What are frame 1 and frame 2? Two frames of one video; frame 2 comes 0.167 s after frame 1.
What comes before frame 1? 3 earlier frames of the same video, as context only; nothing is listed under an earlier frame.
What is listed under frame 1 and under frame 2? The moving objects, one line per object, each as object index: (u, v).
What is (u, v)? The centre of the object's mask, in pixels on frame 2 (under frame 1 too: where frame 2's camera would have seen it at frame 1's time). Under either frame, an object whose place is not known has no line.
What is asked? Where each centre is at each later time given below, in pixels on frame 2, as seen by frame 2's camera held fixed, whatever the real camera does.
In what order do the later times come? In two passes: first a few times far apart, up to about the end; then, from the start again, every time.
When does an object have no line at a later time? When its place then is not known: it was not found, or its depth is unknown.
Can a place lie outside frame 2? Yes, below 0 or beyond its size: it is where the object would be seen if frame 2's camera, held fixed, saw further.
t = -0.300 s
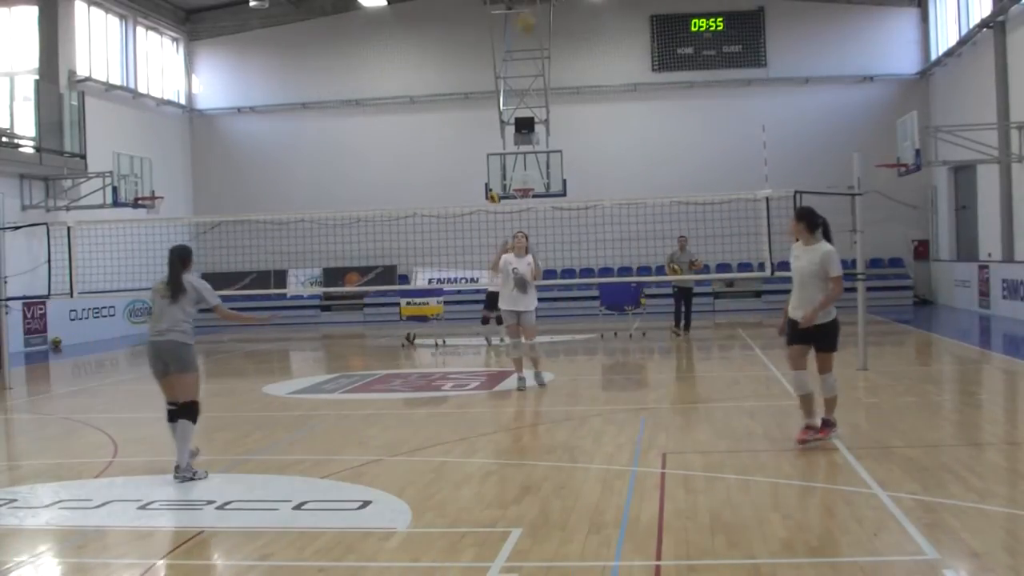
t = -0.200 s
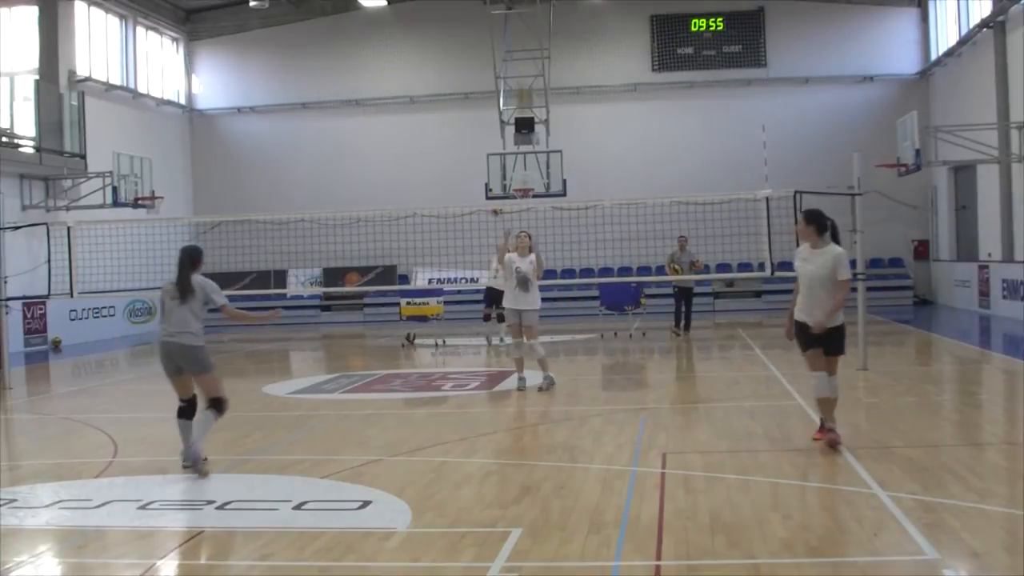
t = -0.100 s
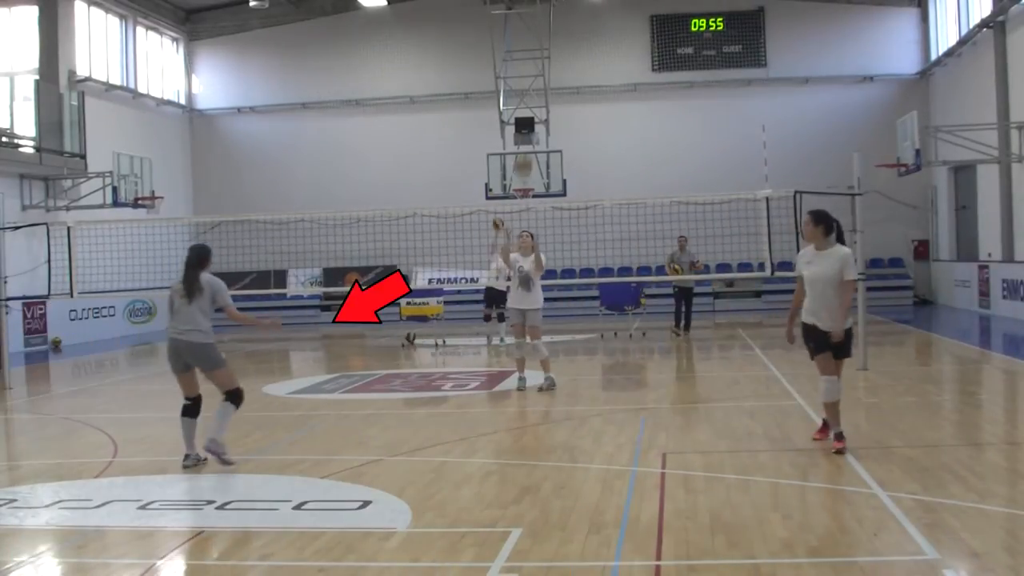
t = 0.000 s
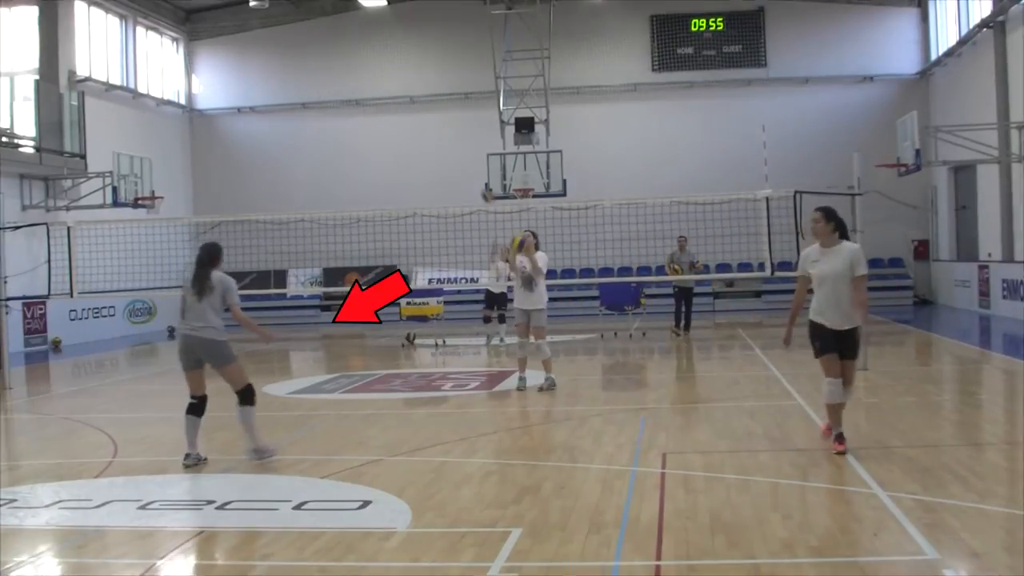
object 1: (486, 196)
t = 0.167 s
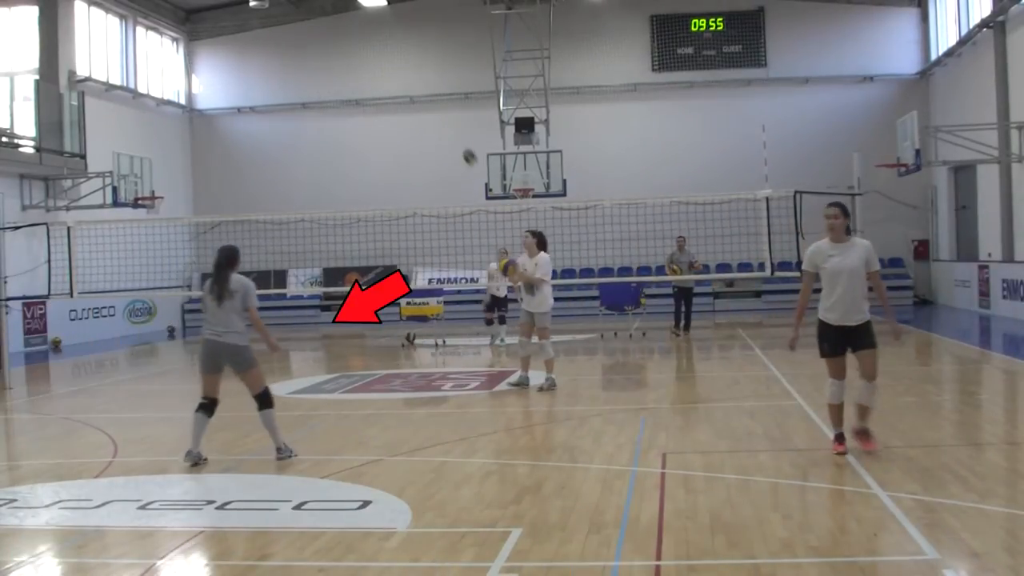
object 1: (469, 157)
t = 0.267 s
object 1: (457, 136)
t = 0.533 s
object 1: (417, 112)
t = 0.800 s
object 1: (370, 144)
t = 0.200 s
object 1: (464, 147)
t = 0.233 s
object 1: (461, 142)
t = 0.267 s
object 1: (457, 136)
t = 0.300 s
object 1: (453, 130)
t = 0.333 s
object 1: (449, 125)
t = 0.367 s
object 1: (444, 121)
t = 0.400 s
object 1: (438, 117)
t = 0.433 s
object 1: (434, 115)
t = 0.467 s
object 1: (429, 113)
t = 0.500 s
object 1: (423, 112)
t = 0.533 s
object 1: (417, 112)
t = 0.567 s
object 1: (412, 112)
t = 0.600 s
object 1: (405, 113)
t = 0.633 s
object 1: (401, 114)
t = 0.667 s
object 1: (396, 118)
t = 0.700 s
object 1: (390, 122)
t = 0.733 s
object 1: (384, 127)
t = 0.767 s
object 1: (378, 134)
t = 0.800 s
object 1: (370, 144)
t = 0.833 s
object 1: (366, 152)
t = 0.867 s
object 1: (359, 162)
